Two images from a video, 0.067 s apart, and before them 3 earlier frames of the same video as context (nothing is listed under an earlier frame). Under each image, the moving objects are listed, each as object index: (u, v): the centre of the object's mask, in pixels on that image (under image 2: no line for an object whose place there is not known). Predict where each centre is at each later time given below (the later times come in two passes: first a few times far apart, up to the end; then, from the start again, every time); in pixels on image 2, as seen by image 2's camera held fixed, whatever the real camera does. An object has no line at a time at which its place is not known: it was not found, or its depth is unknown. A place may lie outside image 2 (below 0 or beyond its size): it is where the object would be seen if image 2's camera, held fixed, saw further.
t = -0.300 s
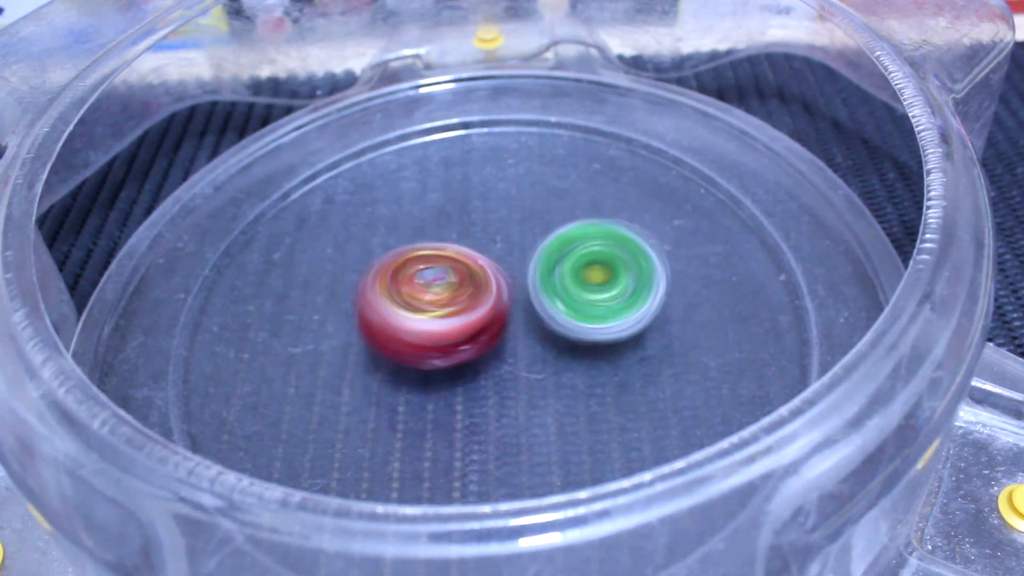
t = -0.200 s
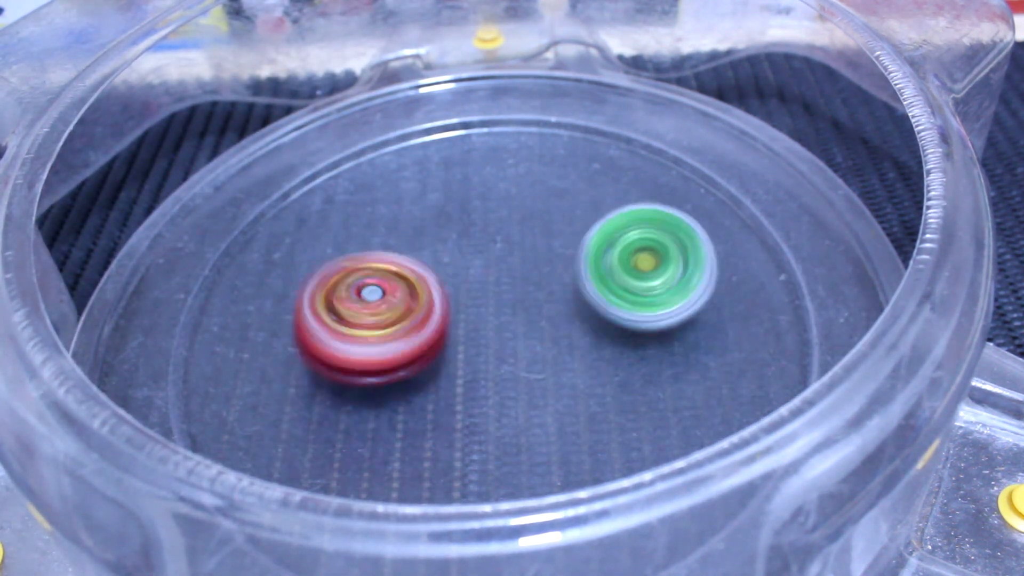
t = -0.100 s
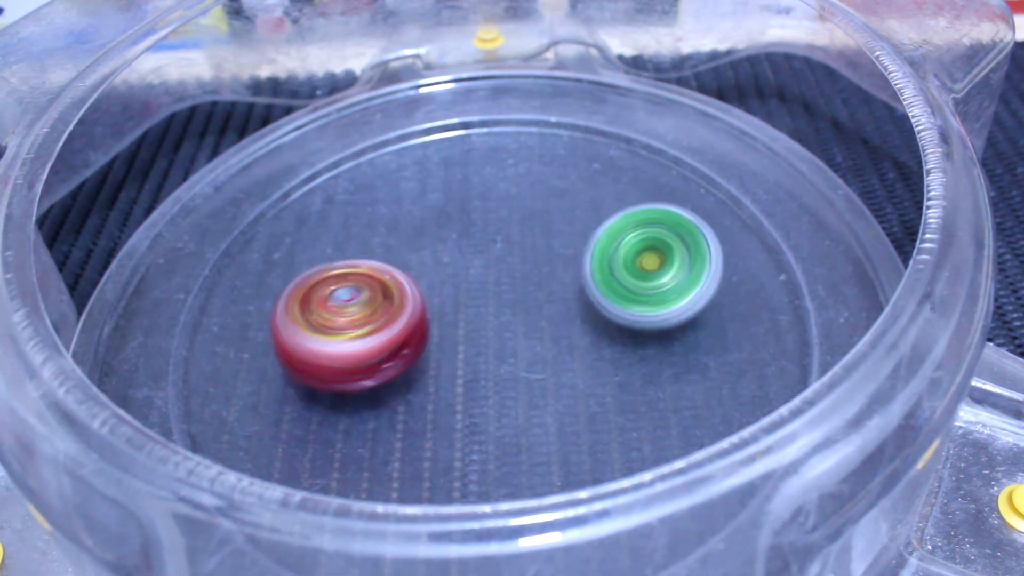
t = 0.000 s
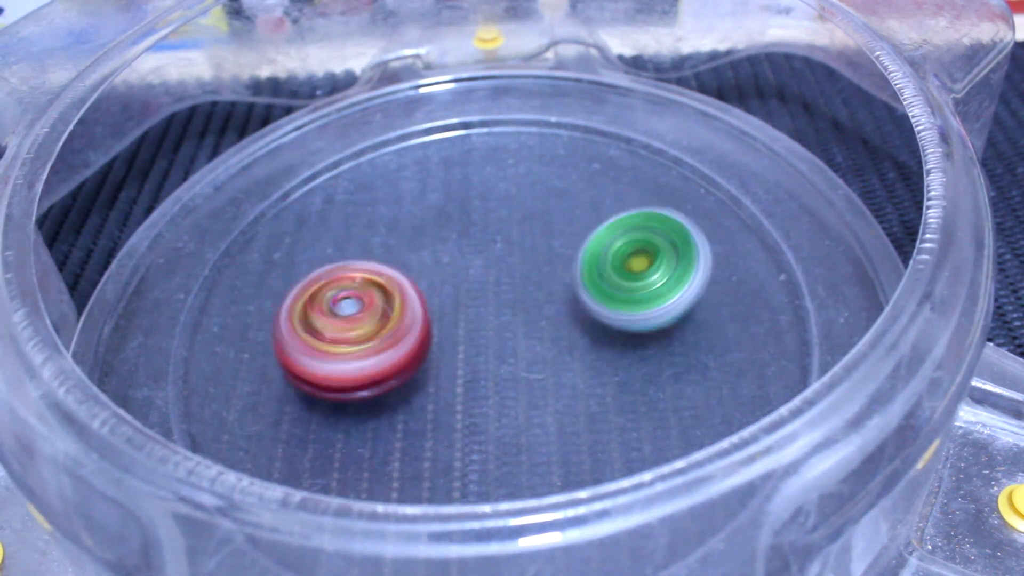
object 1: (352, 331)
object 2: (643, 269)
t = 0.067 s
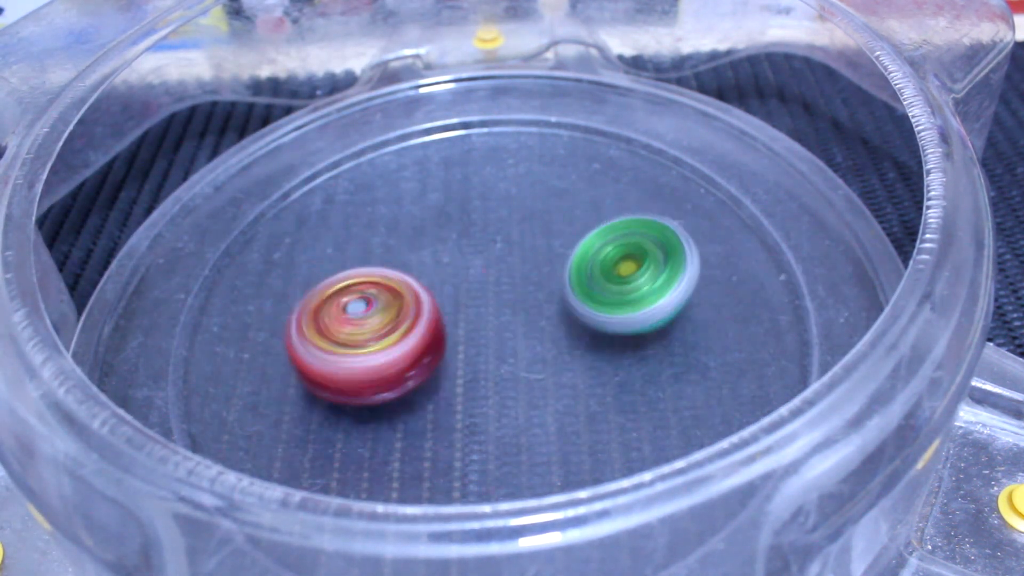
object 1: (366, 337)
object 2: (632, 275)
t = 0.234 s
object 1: (413, 336)
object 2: (598, 299)
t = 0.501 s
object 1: (408, 324)
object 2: (567, 315)
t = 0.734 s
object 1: (387, 322)
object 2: (563, 308)
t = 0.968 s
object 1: (367, 321)
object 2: (595, 285)
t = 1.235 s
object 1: (332, 330)
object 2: (604, 274)
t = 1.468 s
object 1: (369, 342)
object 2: (563, 294)
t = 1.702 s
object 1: (390, 346)
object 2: (557, 298)
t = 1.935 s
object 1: (404, 341)
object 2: (555, 280)
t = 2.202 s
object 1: (417, 333)
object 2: (545, 267)
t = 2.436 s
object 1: (404, 348)
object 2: (552, 258)
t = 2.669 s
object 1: (402, 356)
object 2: (541, 267)
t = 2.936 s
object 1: (411, 357)
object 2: (525, 272)
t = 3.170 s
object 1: (381, 380)
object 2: (535, 260)
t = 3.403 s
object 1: (398, 375)
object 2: (500, 282)
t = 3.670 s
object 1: (415, 369)
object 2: (499, 266)
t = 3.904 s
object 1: (435, 359)
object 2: (507, 252)
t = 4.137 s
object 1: (451, 363)
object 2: (514, 243)
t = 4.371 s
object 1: (460, 368)
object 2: (516, 251)
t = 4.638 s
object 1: (441, 423)
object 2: (514, 208)
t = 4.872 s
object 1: (453, 414)
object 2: (491, 229)
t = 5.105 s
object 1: (444, 377)
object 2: (462, 258)
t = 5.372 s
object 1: (407, 371)
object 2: (442, 250)
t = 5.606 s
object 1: (381, 362)
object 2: (441, 249)
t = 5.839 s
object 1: (369, 383)
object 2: (470, 229)
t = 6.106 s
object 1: (401, 365)
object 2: (473, 256)
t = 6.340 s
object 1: (418, 344)
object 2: (495, 244)
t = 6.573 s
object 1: (405, 348)
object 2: (503, 250)
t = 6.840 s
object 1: (398, 360)
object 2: (508, 246)
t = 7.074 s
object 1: (411, 360)
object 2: (502, 258)
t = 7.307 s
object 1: (417, 359)
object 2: (504, 252)
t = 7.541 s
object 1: (421, 348)
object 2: (502, 248)
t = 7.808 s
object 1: (426, 357)
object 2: (502, 246)
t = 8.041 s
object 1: (437, 359)
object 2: (513, 247)
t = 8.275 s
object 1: (442, 354)
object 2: (508, 241)
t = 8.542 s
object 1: (434, 352)
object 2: (491, 240)
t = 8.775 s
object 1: (443, 375)
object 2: (493, 254)
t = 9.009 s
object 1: (445, 380)
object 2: (504, 248)
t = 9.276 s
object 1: (416, 370)
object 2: (515, 245)
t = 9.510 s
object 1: (397, 365)
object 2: (496, 265)
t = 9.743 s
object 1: (369, 390)
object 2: (524, 280)
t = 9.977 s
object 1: (388, 396)
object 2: (491, 289)
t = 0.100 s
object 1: (374, 337)
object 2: (625, 278)
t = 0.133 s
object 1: (382, 336)
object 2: (620, 284)
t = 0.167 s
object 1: (393, 336)
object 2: (613, 288)
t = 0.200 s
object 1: (404, 336)
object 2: (606, 294)
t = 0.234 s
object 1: (413, 336)
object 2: (598, 299)
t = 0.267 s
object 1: (421, 334)
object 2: (588, 303)
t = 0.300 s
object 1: (427, 331)
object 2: (579, 308)
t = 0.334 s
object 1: (422, 329)
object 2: (585, 309)
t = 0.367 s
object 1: (417, 329)
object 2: (586, 310)
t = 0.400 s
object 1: (414, 328)
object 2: (583, 312)
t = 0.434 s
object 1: (413, 327)
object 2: (576, 314)
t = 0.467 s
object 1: (413, 324)
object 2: (568, 315)
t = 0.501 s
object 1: (408, 324)
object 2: (567, 315)
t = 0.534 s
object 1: (404, 324)
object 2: (568, 315)
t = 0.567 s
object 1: (403, 323)
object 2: (563, 316)
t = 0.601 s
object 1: (402, 322)
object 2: (557, 316)
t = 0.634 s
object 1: (399, 322)
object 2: (558, 314)
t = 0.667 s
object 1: (390, 322)
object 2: (563, 311)
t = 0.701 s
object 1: (389, 322)
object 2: (565, 310)
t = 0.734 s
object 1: (387, 322)
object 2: (563, 308)
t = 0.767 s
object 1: (388, 321)
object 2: (561, 306)
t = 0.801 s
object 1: (389, 320)
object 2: (558, 305)
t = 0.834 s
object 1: (392, 319)
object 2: (554, 303)
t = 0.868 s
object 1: (394, 318)
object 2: (552, 302)
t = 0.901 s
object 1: (397, 317)
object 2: (548, 300)
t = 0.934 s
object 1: (380, 318)
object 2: (573, 292)
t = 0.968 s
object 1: (367, 321)
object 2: (595, 285)
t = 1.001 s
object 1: (358, 321)
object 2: (608, 279)
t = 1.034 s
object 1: (350, 320)
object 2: (614, 276)
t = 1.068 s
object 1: (346, 321)
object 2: (618, 274)
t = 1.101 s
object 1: (340, 323)
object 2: (619, 272)
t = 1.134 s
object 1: (336, 324)
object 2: (617, 270)
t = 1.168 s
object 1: (334, 325)
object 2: (612, 271)
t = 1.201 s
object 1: (332, 328)
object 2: (608, 273)
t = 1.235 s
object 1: (332, 330)
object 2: (604, 274)
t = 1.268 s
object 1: (333, 332)
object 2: (600, 275)
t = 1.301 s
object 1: (337, 335)
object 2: (594, 278)
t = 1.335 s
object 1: (340, 337)
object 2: (588, 281)
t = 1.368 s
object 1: (346, 339)
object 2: (583, 284)
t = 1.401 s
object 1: (354, 340)
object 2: (578, 287)
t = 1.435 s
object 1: (360, 342)
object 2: (571, 290)
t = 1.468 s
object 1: (369, 342)
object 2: (563, 294)
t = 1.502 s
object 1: (379, 342)
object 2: (554, 298)
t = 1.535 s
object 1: (386, 342)
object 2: (546, 302)
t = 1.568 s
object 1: (392, 342)
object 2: (539, 305)
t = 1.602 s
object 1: (386, 345)
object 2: (547, 302)
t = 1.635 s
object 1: (384, 346)
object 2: (554, 300)
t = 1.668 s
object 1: (386, 347)
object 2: (558, 299)
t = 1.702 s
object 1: (390, 346)
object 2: (557, 298)
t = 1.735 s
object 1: (395, 344)
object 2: (552, 298)
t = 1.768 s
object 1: (402, 342)
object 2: (546, 298)
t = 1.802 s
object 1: (401, 342)
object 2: (548, 294)
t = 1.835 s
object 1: (403, 343)
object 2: (551, 289)
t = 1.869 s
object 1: (405, 341)
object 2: (551, 287)
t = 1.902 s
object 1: (409, 339)
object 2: (549, 286)
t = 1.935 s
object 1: (404, 341)
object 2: (555, 280)
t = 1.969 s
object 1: (401, 344)
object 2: (559, 275)
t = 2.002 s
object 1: (401, 342)
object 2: (560, 273)
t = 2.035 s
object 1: (403, 342)
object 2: (560, 271)
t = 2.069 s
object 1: (404, 342)
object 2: (559, 270)
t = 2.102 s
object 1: (407, 338)
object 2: (557, 268)
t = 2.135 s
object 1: (410, 337)
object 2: (553, 267)
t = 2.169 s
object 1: (412, 337)
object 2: (549, 267)
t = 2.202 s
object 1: (417, 333)
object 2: (545, 267)
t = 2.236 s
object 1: (420, 334)
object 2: (543, 266)
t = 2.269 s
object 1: (414, 341)
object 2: (551, 259)
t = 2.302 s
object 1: (412, 340)
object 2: (556, 257)
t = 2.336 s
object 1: (409, 342)
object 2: (557, 255)
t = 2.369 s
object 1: (405, 345)
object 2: (555, 255)
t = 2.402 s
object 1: (404, 345)
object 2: (553, 257)
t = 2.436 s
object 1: (404, 348)
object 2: (552, 258)
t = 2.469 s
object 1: (402, 349)
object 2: (549, 260)
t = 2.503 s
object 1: (403, 349)
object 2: (545, 263)
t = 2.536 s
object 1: (405, 350)
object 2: (542, 266)
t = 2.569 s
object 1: (405, 349)
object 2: (539, 268)
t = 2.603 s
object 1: (410, 348)
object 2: (534, 272)
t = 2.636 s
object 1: (408, 350)
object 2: (533, 273)
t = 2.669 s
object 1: (402, 356)
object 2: (541, 267)
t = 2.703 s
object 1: (398, 361)
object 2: (545, 264)
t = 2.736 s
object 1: (397, 361)
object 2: (546, 264)
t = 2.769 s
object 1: (398, 362)
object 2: (545, 264)
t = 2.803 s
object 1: (398, 362)
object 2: (543, 265)
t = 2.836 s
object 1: (400, 361)
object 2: (539, 266)
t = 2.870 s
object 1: (402, 361)
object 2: (534, 268)
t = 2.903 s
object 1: (405, 359)
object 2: (530, 270)
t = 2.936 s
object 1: (411, 357)
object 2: (525, 272)
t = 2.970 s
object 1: (411, 358)
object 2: (522, 272)
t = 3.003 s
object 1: (401, 365)
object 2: (527, 266)
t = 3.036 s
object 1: (395, 371)
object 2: (536, 260)
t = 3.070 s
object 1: (390, 375)
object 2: (538, 258)
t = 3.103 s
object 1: (387, 376)
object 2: (540, 257)
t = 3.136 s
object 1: (385, 379)
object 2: (539, 257)
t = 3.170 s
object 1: (381, 380)
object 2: (535, 260)
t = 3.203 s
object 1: (382, 381)
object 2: (532, 263)
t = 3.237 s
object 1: (382, 383)
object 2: (527, 265)
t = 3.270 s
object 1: (384, 381)
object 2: (520, 269)
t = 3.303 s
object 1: (387, 381)
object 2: (516, 273)
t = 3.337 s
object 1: (390, 380)
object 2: (510, 276)
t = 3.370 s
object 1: (396, 376)
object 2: (503, 280)
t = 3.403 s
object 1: (398, 375)
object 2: (500, 282)
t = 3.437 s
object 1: (394, 380)
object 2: (503, 276)
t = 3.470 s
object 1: (396, 380)
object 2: (504, 273)
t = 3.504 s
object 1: (398, 380)
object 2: (506, 271)
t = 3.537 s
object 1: (402, 376)
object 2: (503, 271)
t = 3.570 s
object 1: (406, 375)
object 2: (502, 271)
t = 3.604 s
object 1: (410, 371)
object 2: (500, 270)
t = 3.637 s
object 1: (412, 370)
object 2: (500, 268)
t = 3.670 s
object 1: (415, 369)
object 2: (499, 266)
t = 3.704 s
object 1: (419, 367)
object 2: (500, 263)
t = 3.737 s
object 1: (419, 369)
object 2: (501, 259)
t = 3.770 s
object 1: (423, 368)
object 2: (504, 256)
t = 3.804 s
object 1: (425, 367)
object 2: (505, 253)
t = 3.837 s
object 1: (429, 364)
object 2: (505, 253)
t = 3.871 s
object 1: (432, 362)
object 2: (507, 252)
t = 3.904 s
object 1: (435, 359)
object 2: (507, 252)
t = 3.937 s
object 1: (438, 357)
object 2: (510, 251)
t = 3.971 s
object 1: (440, 364)
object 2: (511, 245)
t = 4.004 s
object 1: (444, 362)
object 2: (514, 240)
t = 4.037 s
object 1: (444, 364)
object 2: (515, 240)
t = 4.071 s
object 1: (446, 363)
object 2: (515, 240)
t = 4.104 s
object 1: (449, 364)
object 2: (514, 241)
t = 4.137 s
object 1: (451, 363)
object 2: (514, 243)
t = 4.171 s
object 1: (456, 362)
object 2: (513, 244)
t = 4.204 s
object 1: (457, 361)
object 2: (513, 246)
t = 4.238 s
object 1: (460, 359)
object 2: (513, 247)
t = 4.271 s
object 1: (460, 366)
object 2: (514, 246)
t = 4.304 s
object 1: (461, 365)
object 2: (518, 246)
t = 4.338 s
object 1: (460, 369)
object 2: (518, 248)
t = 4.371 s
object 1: (460, 368)
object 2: (516, 251)
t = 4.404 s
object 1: (461, 370)
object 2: (515, 253)
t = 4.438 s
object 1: (461, 370)
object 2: (511, 257)
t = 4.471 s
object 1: (457, 385)
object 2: (513, 245)
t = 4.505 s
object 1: (449, 403)
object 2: (515, 227)
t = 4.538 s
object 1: (448, 413)
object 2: (519, 214)
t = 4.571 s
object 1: (444, 415)
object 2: (520, 208)
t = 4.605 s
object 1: (443, 419)
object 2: (518, 208)
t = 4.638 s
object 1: (441, 423)
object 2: (514, 208)
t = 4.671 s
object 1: (443, 425)
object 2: (510, 210)
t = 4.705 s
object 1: (442, 427)
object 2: (508, 211)
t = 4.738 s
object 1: (446, 427)
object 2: (504, 214)
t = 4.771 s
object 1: (447, 426)
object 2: (502, 217)
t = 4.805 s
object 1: (450, 423)
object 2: (498, 220)
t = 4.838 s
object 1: (451, 420)
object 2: (495, 225)
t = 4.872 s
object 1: (453, 414)
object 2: (491, 229)
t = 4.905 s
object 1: (453, 411)
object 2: (487, 234)
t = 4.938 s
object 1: (454, 404)
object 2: (483, 238)
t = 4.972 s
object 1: (452, 400)
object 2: (480, 244)
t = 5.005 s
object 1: (452, 392)
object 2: (476, 248)
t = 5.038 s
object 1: (449, 388)
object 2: (471, 254)
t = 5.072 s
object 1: (448, 380)
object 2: (468, 256)
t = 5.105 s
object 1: (444, 377)
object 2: (462, 258)
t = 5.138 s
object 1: (441, 377)
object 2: (458, 253)
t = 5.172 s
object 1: (438, 381)
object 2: (455, 250)
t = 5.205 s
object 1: (435, 380)
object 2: (453, 248)
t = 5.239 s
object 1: (431, 377)
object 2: (452, 248)
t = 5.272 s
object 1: (423, 373)
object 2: (450, 249)
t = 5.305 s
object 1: (416, 374)
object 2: (448, 250)
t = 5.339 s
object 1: (412, 373)
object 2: (445, 250)
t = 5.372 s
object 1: (407, 371)
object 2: (442, 250)
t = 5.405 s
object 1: (401, 367)
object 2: (439, 250)
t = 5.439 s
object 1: (396, 367)
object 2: (439, 250)
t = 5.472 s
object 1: (392, 365)
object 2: (437, 249)
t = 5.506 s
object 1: (389, 363)
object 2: (437, 250)
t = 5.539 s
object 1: (385, 364)
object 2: (437, 248)
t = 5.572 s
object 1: (383, 364)
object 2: (439, 249)
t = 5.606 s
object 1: (381, 362)
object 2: (441, 249)
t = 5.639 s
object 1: (377, 362)
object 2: (442, 251)
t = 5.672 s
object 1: (377, 362)
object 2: (443, 252)
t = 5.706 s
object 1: (378, 360)
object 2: (445, 253)
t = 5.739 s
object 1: (374, 366)
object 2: (449, 248)
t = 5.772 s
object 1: (367, 374)
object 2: (457, 236)
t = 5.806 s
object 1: (366, 381)
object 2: (466, 229)
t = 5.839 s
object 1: (369, 383)
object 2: (470, 229)
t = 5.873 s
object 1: (372, 383)
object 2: (473, 229)
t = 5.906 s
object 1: (373, 381)
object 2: (472, 232)
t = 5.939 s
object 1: (375, 382)
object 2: (474, 234)
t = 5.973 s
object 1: (381, 381)
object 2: (473, 238)
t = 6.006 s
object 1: (388, 379)
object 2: (475, 242)
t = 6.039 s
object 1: (394, 374)
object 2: (473, 247)
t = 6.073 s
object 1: (396, 370)
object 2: (474, 252)
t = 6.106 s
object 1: (401, 365)
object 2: (473, 256)
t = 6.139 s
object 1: (402, 365)
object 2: (476, 255)
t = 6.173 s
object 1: (407, 368)
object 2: (483, 250)
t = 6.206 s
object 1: (412, 362)
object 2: (489, 248)
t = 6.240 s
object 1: (413, 357)
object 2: (491, 246)
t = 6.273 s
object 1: (416, 351)
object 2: (494, 244)
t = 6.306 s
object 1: (417, 348)
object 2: (493, 244)
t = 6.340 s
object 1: (418, 344)
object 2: (495, 244)
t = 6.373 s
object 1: (418, 341)
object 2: (494, 244)
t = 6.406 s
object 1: (415, 346)
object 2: (496, 239)
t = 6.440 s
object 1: (415, 348)
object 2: (500, 236)
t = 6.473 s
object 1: (413, 347)
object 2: (504, 237)
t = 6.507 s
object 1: (410, 347)
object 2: (506, 240)
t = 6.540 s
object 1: (407, 346)
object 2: (505, 245)
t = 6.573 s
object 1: (405, 348)
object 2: (503, 250)
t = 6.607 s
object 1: (406, 346)
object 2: (503, 251)
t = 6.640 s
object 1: (404, 347)
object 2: (502, 253)
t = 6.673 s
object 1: (404, 348)
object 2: (501, 252)
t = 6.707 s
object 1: (403, 348)
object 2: (501, 253)
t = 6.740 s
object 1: (404, 347)
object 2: (500, 254)
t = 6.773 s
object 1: (403, 347)
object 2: (500, 255)
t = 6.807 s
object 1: (400, 356)
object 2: (503, 249)
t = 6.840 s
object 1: (398, 360)
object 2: (508, 246)
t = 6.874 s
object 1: (396, 363)
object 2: (510, 248)
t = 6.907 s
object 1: (398, 365)
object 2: (509, 249)
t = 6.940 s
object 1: (399, 364)
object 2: (506, 251)
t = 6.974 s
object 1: (402, 364)
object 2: (504, 252)
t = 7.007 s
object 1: (403, 363)
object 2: (505, 254)
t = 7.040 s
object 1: (406, 363)
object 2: (503, 257)
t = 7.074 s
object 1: (411, 360)
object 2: (502, 258)
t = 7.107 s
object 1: (411, 360)
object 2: (500, 259)
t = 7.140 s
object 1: (411, 366)
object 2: (503, 251)
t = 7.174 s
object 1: (414, 366)
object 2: (508, 247)
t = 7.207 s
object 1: (416, 364)
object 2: (512, 247)
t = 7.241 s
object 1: (416, 361)
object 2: (512, 249)
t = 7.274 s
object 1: (415, 359)
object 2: (507, 253)
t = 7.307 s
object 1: (417, 359)
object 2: (504, 252)
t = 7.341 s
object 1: (420, 357)
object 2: (501, 251)
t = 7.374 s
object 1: (421, 355)
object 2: (499, 250)
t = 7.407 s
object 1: (422, 354)
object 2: (501, 248)
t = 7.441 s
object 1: (423, 349)
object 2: (502, 247)
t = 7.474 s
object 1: (422, 350)
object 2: (503, 246)
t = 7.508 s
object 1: (423, 349)
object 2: (503, 247)
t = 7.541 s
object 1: (421, 348)
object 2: (502, 248)
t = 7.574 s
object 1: (421, 346)
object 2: (500, 248)
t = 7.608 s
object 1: (417, 354)
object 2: (502, 243)
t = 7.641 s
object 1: (420, 359)
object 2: (507, 240)
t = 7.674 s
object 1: (423, 357)
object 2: (507, 241)
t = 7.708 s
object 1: (424, 355)
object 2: (506, 242)
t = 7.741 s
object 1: (425, 355)
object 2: (504, 243)
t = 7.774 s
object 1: (425, 356)
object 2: (502, 243)
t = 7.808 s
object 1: (426, 357)
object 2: (502, 246)
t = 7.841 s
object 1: (431, 357)
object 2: (501, 248)
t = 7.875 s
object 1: (434, 355)
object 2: (500, 249)
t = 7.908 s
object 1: (431, 361)
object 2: (502, 247)
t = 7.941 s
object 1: (435, 364)
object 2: (505, 245)
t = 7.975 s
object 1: (439, 362)
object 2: (510, 243)
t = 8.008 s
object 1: (439, 361)
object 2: (512, 244)
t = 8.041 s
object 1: (437, 359)
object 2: (513, 247)
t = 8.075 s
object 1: (437, 358)
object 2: (514, 249)
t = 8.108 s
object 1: (438, 359)
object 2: (512, 251)
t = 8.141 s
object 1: (440, 357)
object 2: (508, 251)
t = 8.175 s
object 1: (441, 355)
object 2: (505, 250)
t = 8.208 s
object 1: (441, 357)
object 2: (504, 244)
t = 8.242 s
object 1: (443, 357)
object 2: (507, 241)
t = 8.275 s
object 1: (442, 354)
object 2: (508, 241)
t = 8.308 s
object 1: (442, 352)
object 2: (505, 241)
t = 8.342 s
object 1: (437, 350)
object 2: (500, 241)
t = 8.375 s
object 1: (433, 352)
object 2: (495, 241)
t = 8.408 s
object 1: (435, 354)
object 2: (491, 240)
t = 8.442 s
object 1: (437, 353)
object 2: (490, 241)
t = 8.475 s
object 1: (437, 351)
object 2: (489, 242)
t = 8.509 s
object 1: (436, 350)
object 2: (488, 240)
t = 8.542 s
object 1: (434, 352)
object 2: (491, 240)
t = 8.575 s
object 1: (434, 354)
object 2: (496, 243)
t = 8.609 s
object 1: (436, 353)
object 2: (502, 247)
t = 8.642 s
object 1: (434, 359)
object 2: (504, 249)
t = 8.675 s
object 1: (436, 368)
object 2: (501, 249)
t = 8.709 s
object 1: (444, 371)
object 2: (501, 249)
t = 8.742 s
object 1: (445, 372)
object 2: (498, 253)
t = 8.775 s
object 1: (443, 375)
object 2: (493, 254)
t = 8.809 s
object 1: (445, 378)
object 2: (494, 255)
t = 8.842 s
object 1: (448, 378)
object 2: (494, 255)
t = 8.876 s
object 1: (450, 375)
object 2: (492, 257)
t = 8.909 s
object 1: (449, 373)
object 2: (495, 259)
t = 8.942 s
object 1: (446, 373)
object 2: (494, 259)
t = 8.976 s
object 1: (444, 376)
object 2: (497, 252)
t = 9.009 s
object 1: (445, 380)
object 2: (504, 248)
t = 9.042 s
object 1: (451, 379)
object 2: (508, 248)
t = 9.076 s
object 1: (453, 375)
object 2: (513, 249)
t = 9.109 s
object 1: (451, 369)
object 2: (517, 253)
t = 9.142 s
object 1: (448, 366)
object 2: (515, 256)
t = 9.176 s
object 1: (438, 368)
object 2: (511, 258)
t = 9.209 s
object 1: (426, 375)
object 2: (512, 250)
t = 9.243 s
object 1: (418, 376)
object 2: (514, 246)
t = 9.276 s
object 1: (416, 370)
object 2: (515, 245)
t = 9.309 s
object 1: (410, 365)
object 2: (516, 247)
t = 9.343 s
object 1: (404, 363)
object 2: (514, 250)
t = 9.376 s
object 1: (398, 366)
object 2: (509, 255)
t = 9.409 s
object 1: (397, 367)
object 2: (504, 257)
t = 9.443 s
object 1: (394, 367)
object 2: (504, 259)
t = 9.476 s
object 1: (396, 365)
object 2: (499, 263)
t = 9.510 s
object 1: (397, 365)
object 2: (496, 265)
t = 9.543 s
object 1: (399, 362)
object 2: (494, 270)
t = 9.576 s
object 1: (392, 370)
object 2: (497, 269)
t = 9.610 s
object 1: (379, 379)
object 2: (505, 264)
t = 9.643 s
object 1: (366, 384)
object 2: (512, 264)
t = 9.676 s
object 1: (362, 387)
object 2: (519, 266)
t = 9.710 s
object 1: (362, 390)
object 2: (522, 273)
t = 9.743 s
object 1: (369, 390)
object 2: (524, 280)
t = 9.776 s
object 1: (373, 391)
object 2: (518, 287)
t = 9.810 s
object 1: (375, 397)
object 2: (509, 293)
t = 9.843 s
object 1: (378, 401)
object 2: (498, 295)
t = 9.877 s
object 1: (381, 403)
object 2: (492, 293)
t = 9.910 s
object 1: (383, 403)
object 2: (490, 291)
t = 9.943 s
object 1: (386, 400)
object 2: (490, 290)
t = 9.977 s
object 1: (388, 396)
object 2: (491, 289)
